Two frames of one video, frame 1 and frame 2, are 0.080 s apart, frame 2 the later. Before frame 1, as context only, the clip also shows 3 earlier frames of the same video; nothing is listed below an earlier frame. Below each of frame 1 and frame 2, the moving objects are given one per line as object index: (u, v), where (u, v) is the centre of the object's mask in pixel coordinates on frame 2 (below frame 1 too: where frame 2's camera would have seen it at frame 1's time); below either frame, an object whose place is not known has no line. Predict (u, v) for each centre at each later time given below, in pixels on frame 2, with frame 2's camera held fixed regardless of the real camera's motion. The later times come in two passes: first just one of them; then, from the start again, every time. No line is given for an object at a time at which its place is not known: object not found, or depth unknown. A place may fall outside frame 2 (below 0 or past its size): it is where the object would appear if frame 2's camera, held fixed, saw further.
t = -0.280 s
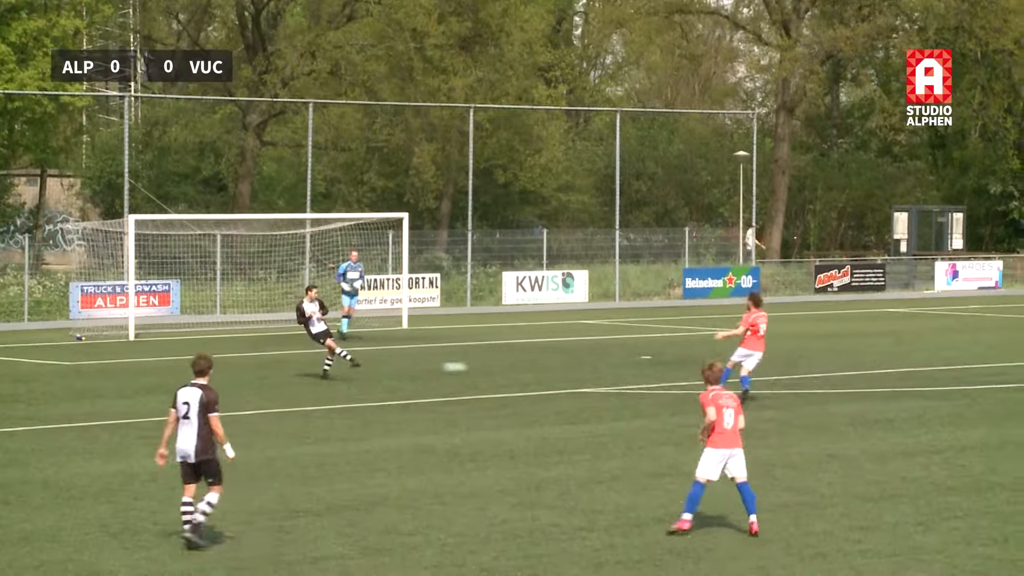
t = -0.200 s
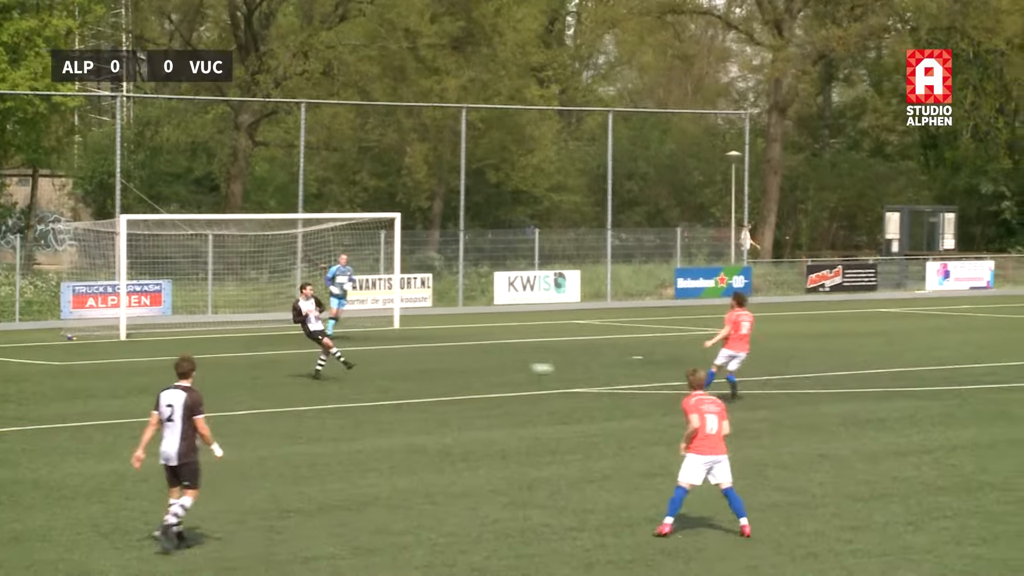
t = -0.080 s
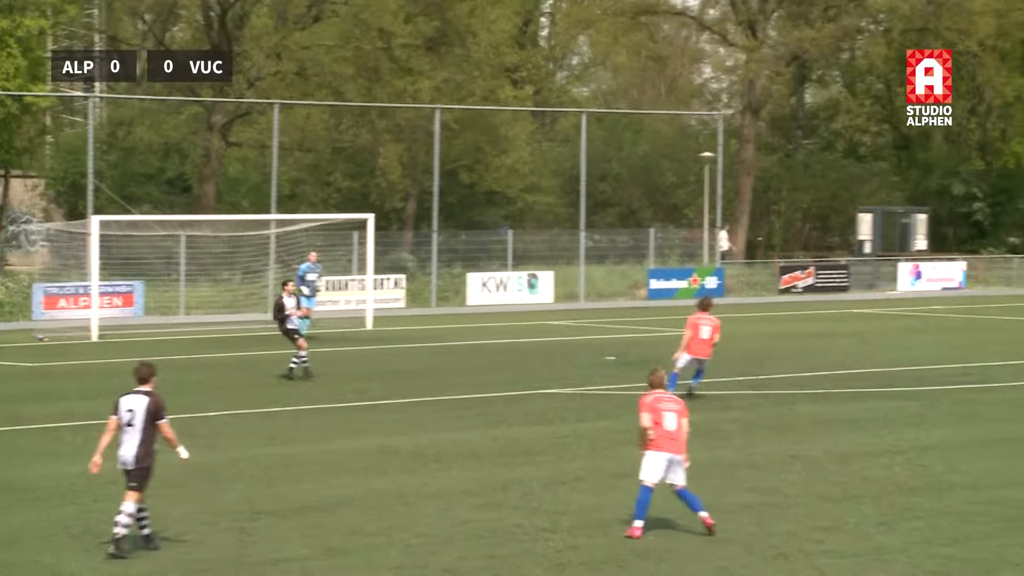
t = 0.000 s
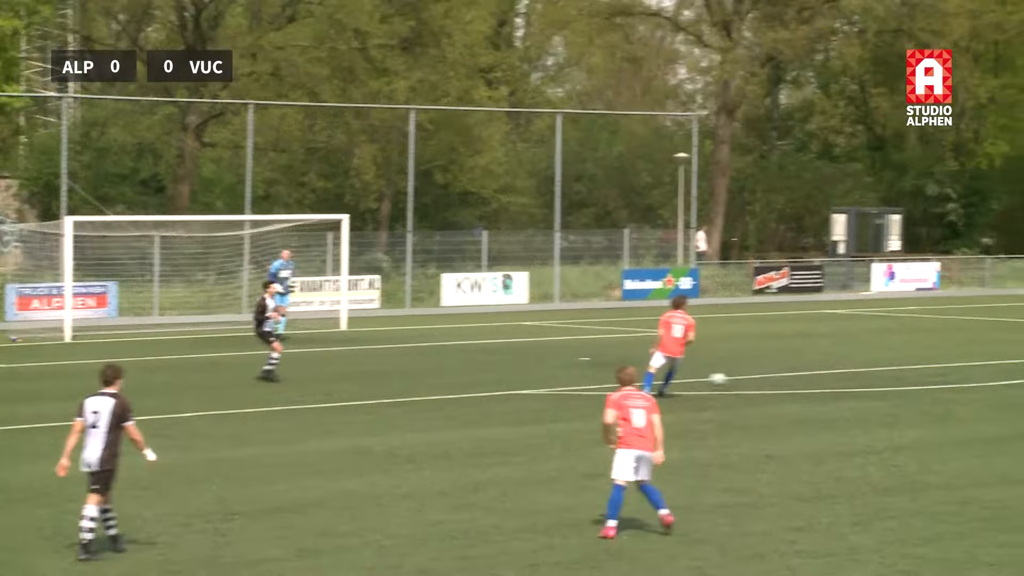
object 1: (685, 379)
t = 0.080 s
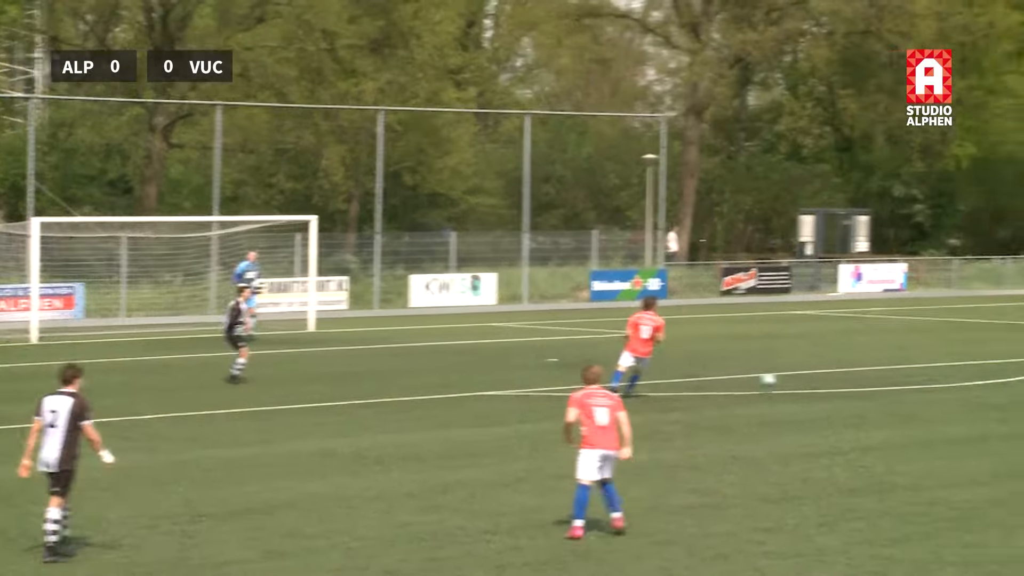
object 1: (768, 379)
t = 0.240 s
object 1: (929, 389)
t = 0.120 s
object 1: (810, 382)
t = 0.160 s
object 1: (851, 386)
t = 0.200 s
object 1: (892, 390)
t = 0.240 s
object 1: (929, 389)
